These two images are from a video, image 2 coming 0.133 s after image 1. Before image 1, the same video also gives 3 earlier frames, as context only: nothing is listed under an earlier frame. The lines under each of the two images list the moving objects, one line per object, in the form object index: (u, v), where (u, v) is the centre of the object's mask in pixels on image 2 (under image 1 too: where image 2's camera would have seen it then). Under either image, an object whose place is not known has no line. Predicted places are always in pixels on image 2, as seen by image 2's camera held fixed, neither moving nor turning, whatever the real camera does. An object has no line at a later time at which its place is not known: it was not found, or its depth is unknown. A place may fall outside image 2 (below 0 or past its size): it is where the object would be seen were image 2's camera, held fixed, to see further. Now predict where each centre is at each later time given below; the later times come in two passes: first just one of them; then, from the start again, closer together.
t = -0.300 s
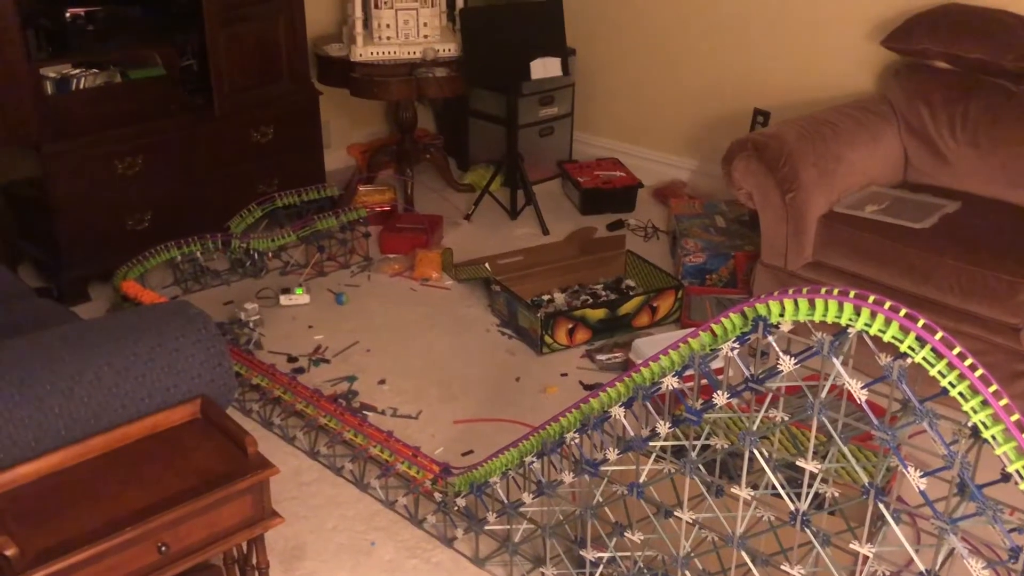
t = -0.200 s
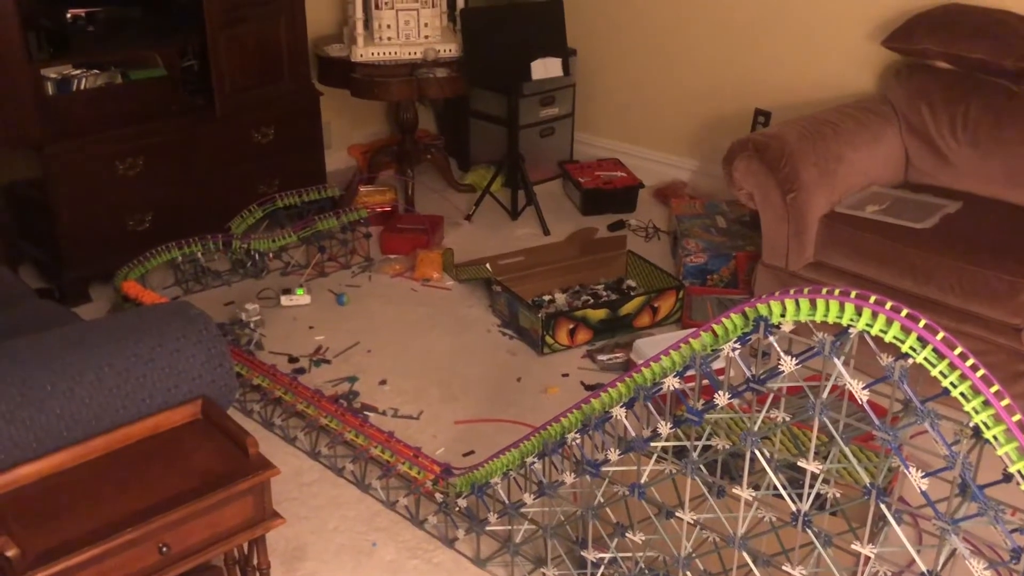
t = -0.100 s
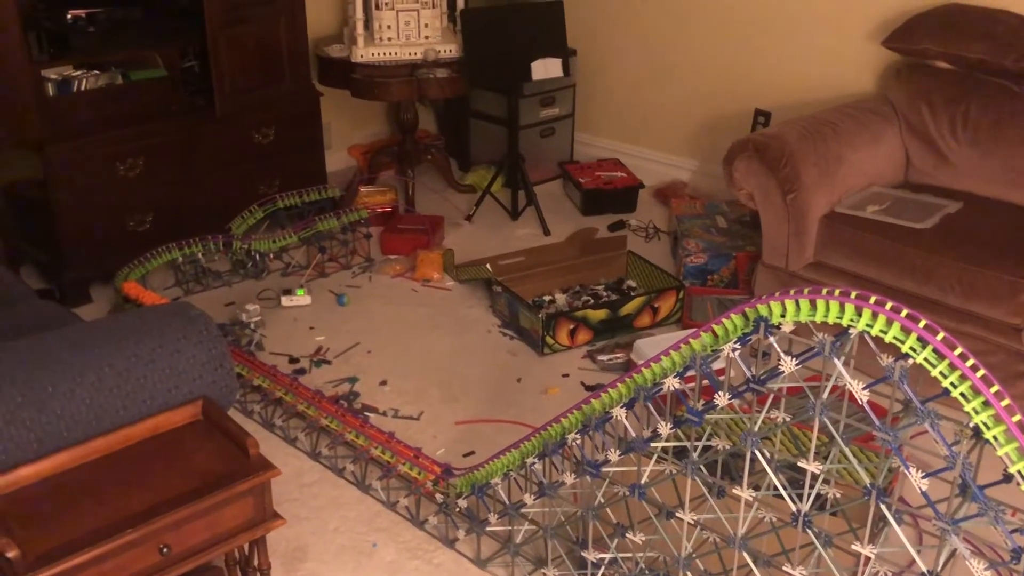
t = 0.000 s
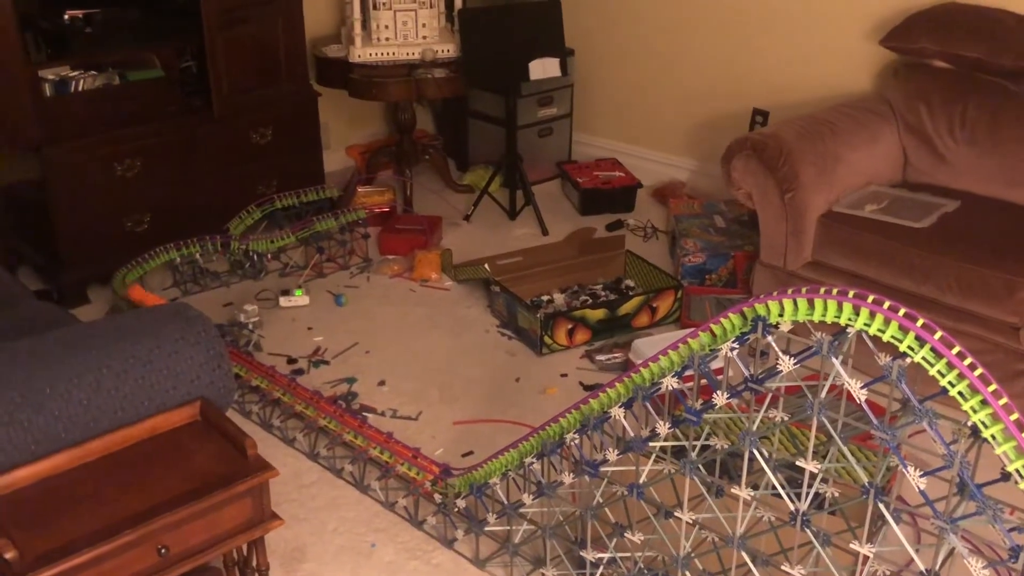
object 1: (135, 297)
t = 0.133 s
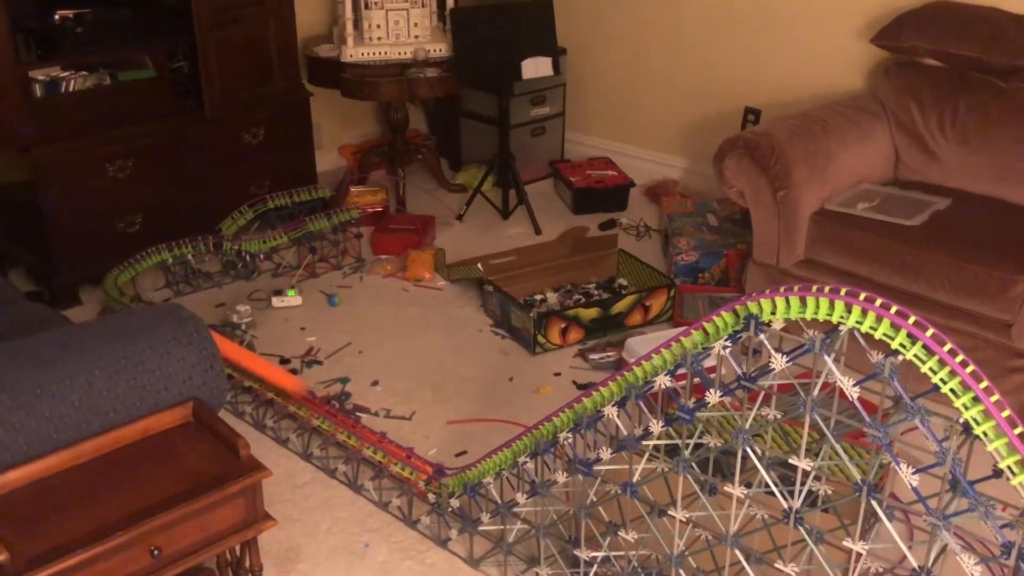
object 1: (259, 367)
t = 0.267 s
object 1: (397, 442)
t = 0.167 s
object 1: (283, 381)
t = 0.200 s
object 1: (324, 405)
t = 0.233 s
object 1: (364, 427)
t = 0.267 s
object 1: (397, 442)
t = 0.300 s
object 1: (440, 452)
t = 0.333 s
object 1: (491, 436)
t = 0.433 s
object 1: (609, 362)
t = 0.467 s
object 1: (643, 335)
